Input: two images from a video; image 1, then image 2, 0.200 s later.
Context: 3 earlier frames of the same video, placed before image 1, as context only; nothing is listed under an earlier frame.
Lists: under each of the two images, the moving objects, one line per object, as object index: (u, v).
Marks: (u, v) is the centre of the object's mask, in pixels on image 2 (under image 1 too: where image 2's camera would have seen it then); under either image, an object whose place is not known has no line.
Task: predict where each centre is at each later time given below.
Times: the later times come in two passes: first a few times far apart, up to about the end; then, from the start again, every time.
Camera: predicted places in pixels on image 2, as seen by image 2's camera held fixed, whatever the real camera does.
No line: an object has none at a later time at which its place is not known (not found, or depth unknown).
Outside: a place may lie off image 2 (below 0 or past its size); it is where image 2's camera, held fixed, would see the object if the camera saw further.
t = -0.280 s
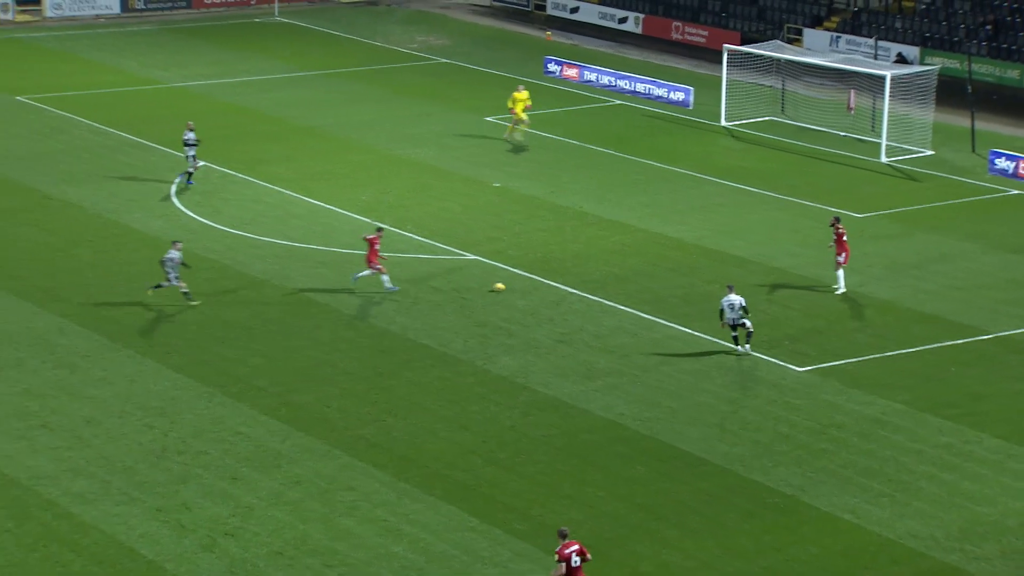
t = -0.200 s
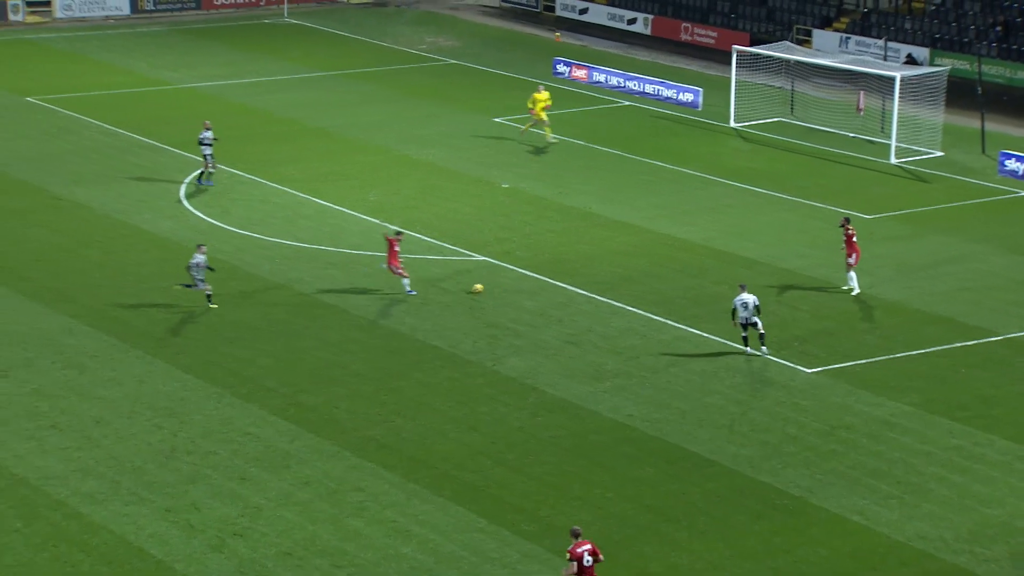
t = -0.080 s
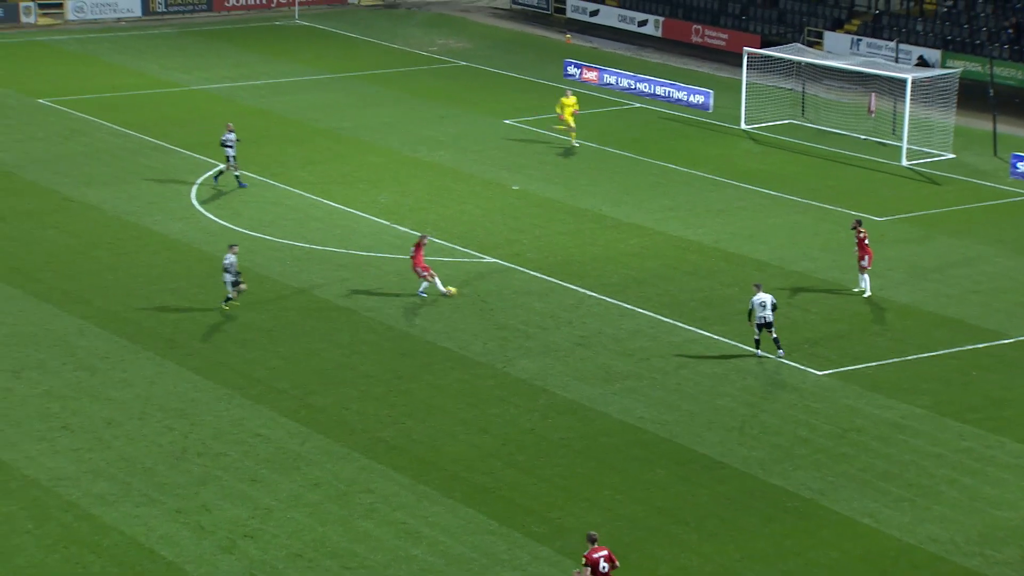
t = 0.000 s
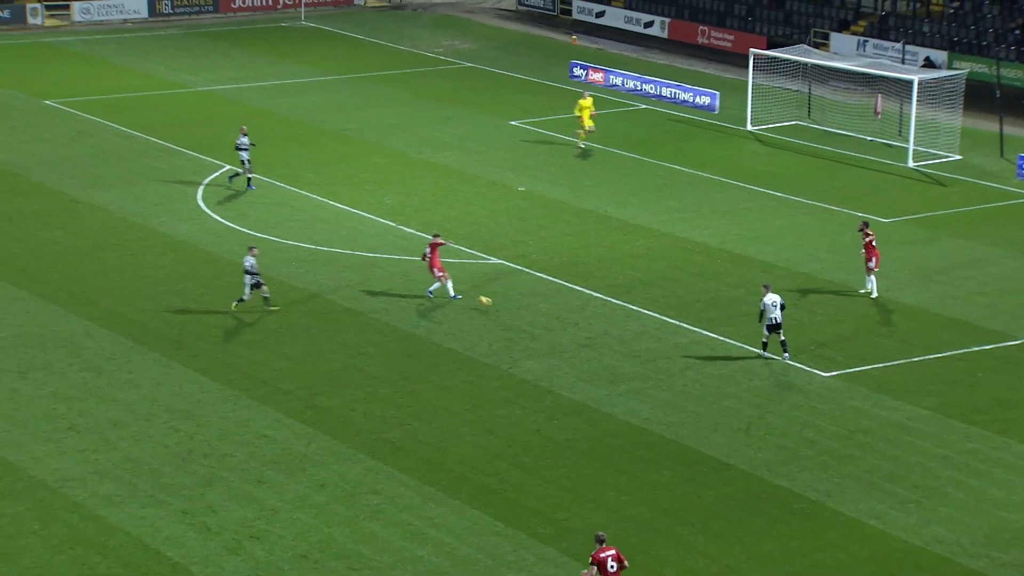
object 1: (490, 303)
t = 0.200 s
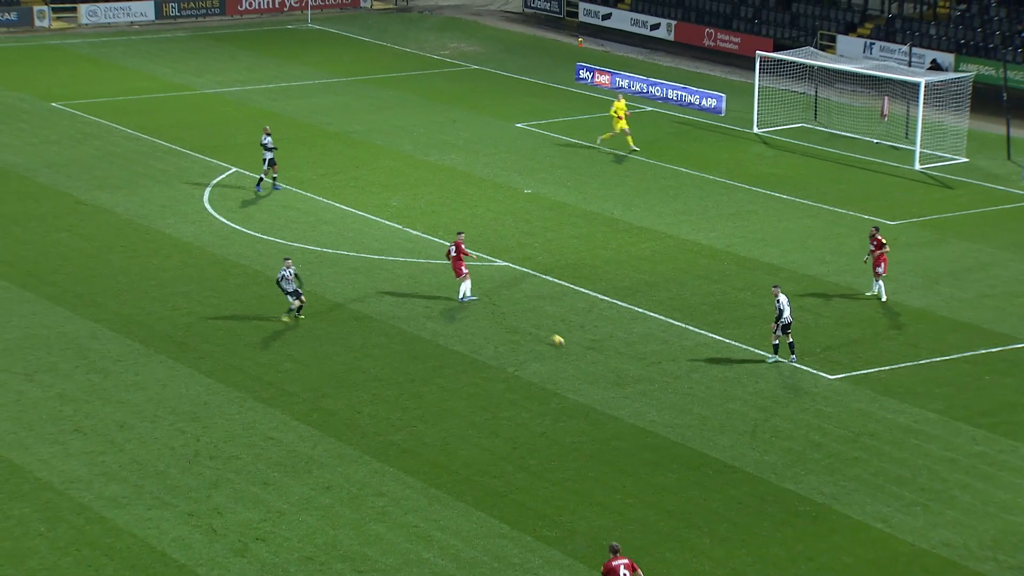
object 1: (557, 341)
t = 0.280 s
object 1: (581, 350)
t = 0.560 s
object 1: (661, 398)
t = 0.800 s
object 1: (720, 440)
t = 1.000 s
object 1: (766, 475)
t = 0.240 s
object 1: (569, 346)
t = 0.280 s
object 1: (581, 350)
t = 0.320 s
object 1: (593, 355)
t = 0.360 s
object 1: (605, 361)
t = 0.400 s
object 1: (616, 368)
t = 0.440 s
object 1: (628, 376)
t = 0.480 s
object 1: (639, 385)
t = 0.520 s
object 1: (650, 394)
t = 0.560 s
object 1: (661, 398)
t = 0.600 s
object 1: (671, 403)
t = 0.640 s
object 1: (681, 409)
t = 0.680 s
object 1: (691, 416)
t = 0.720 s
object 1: (702, 425)
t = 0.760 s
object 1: (711, 434)
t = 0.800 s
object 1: (720, 440)
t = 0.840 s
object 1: (730, 445)
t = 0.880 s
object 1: (739, 451)
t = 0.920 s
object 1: (749, 458)
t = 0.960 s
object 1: (757, 466)
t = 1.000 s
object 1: (766, 475)
